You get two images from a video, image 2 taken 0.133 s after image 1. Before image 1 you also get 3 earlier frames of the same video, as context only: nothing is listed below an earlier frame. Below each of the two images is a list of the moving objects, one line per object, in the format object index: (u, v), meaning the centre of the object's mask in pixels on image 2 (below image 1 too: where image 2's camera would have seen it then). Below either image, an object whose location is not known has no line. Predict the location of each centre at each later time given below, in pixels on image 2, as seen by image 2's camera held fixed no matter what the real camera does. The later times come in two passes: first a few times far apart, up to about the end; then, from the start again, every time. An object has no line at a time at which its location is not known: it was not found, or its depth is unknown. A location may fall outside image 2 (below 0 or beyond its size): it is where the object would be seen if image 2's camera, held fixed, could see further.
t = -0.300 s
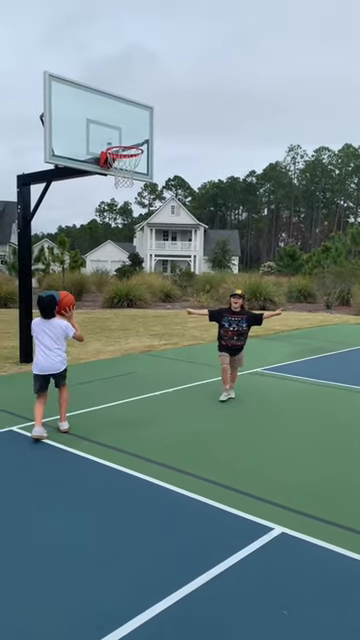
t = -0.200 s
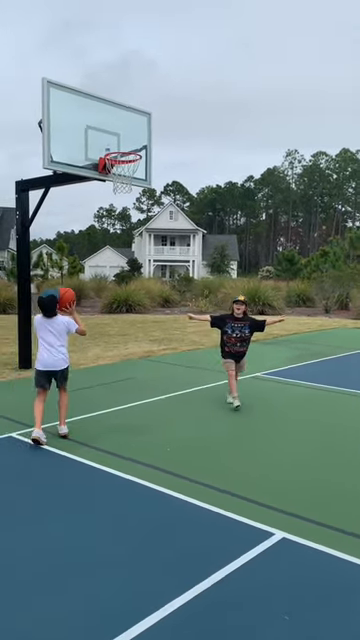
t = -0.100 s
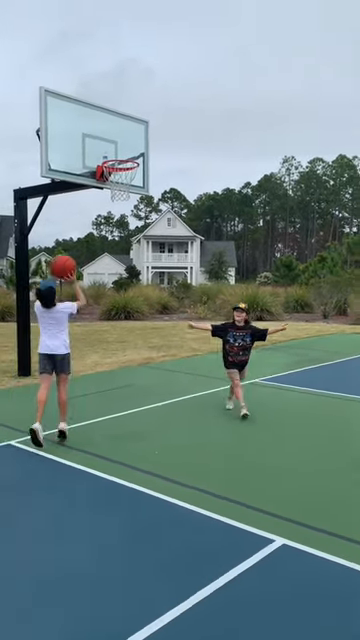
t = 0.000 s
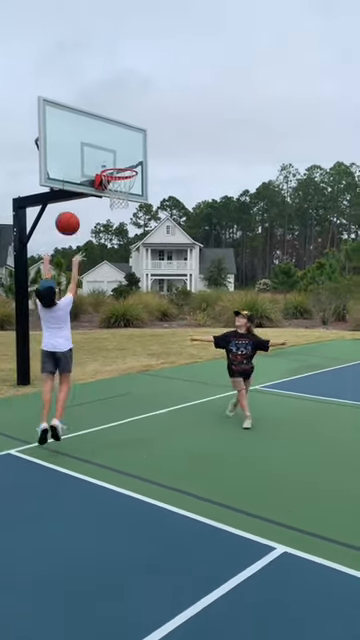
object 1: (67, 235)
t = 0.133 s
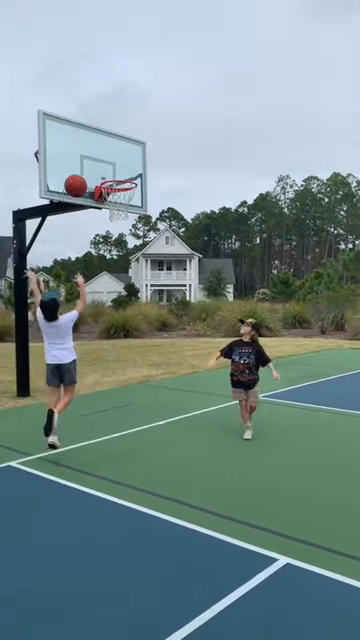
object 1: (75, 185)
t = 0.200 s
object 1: (79, 169)
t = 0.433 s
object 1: (92, 147)
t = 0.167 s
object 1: (77, 177)
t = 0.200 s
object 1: (79, 169)
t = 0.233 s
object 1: (81, 163)
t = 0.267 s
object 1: (83, 158)
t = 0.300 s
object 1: (85, 153)
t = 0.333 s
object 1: (87, 150)
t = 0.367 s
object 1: (88, 148)
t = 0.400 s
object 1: (90, 147)
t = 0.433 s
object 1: (92, 147)
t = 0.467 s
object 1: (93, 148)
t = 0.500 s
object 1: (95, 150)
